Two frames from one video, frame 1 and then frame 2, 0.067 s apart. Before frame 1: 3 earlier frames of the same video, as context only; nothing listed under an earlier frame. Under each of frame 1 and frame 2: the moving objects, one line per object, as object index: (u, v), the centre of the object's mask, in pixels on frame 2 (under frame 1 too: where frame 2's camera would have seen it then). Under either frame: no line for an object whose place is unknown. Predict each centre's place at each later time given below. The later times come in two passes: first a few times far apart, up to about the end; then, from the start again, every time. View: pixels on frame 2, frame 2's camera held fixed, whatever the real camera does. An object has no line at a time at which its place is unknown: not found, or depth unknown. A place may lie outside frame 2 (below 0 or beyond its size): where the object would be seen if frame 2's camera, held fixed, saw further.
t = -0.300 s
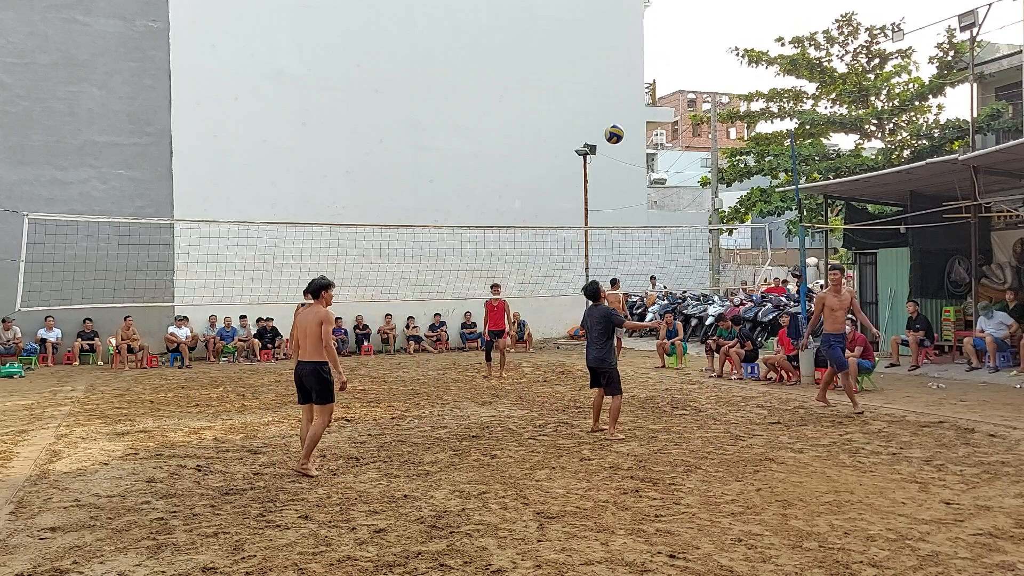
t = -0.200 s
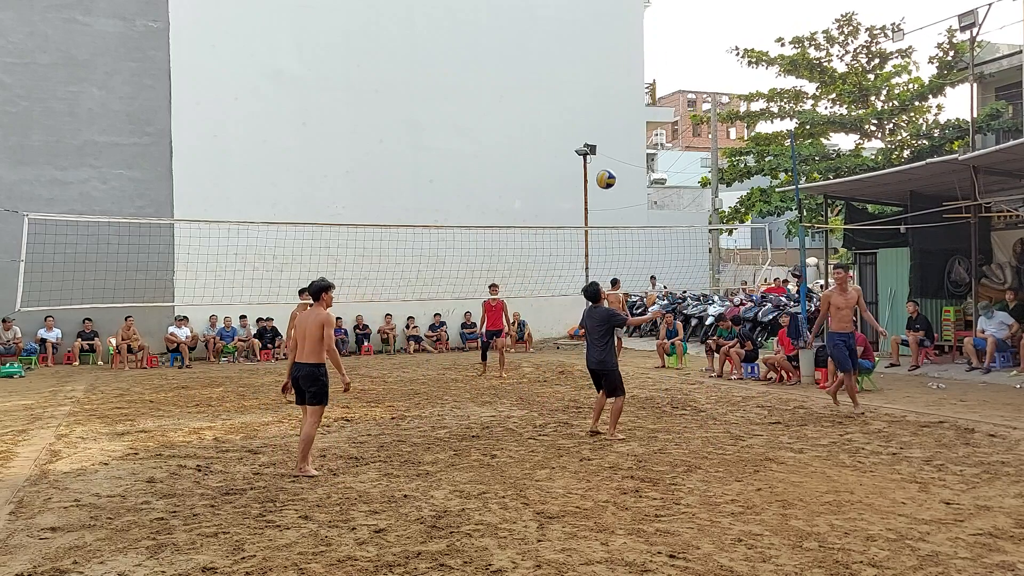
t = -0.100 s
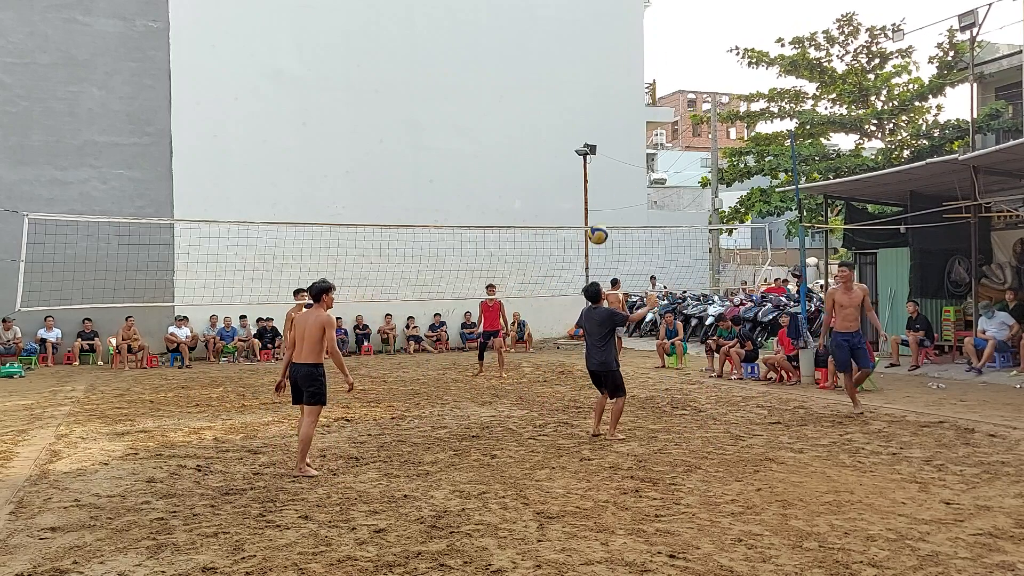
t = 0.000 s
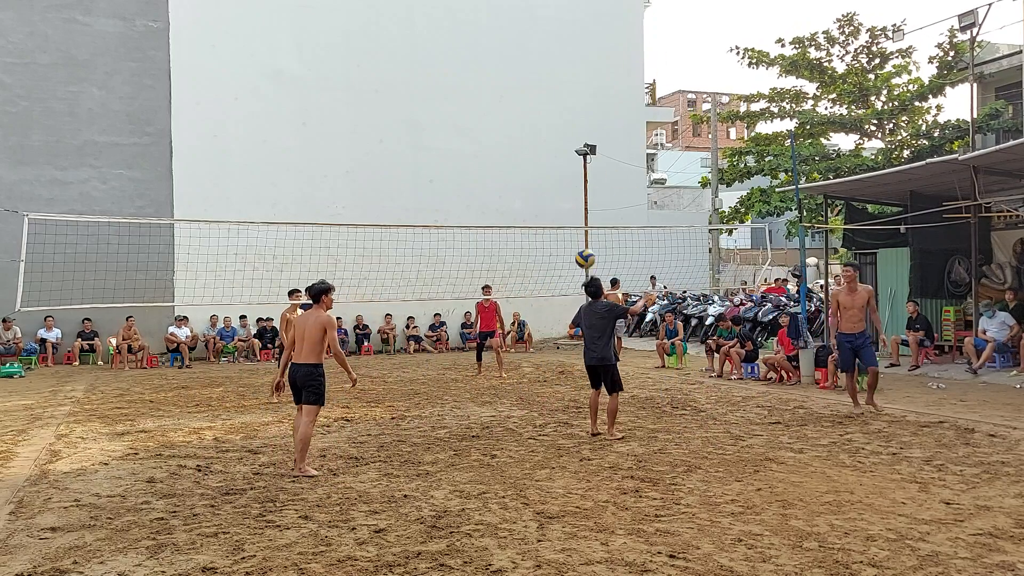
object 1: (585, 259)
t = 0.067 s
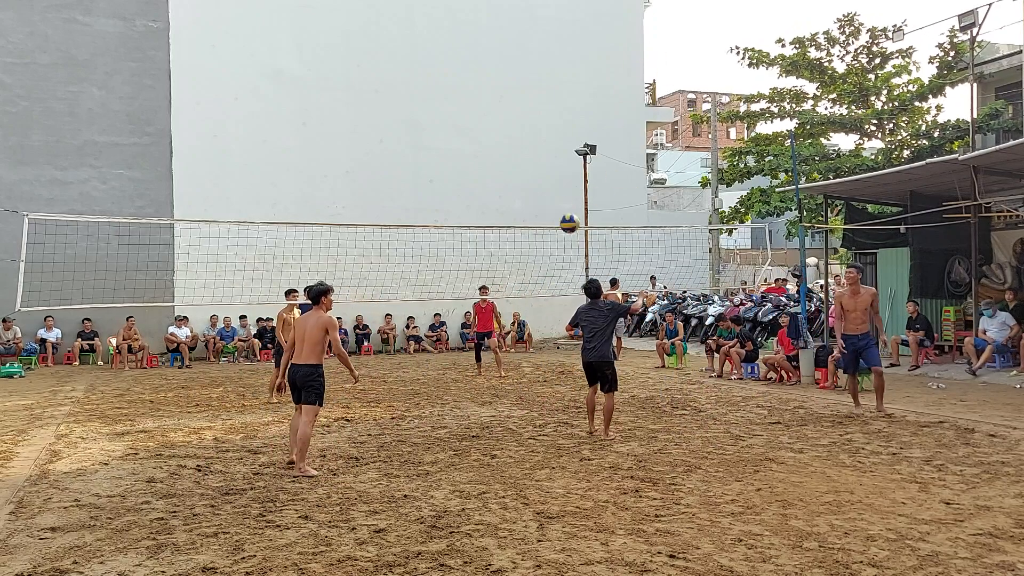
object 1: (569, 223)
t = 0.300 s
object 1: (515, 134)
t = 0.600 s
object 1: (451, 95)
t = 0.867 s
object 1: (397, 129)
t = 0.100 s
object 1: (562, 207)
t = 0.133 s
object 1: (554, 192)
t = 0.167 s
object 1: (546, 178)
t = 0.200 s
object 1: (538, 166)
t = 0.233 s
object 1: (531, 154)
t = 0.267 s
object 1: (523, 144)
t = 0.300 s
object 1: (515, 134)
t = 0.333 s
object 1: (508, 126)
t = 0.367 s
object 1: (501, 118)
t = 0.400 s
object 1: (493, 112)
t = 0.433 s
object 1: (486, 106)
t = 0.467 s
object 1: (479, 102)
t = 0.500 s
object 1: (472, 99)
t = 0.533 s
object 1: (465, 96)
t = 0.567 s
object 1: (458, 95)
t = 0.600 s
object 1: (451, 95)
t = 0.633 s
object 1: (444, 96)
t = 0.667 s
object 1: (437, 97)
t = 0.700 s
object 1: (431, 100)
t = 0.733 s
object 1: (424, 104)
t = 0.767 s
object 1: (417, 109)
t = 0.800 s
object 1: (410, 115)
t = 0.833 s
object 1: (404, 121)
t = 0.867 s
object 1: (397, 129)
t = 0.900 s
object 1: (391, 138)
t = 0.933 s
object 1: (385, 147)
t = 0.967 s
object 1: (378, 158)
